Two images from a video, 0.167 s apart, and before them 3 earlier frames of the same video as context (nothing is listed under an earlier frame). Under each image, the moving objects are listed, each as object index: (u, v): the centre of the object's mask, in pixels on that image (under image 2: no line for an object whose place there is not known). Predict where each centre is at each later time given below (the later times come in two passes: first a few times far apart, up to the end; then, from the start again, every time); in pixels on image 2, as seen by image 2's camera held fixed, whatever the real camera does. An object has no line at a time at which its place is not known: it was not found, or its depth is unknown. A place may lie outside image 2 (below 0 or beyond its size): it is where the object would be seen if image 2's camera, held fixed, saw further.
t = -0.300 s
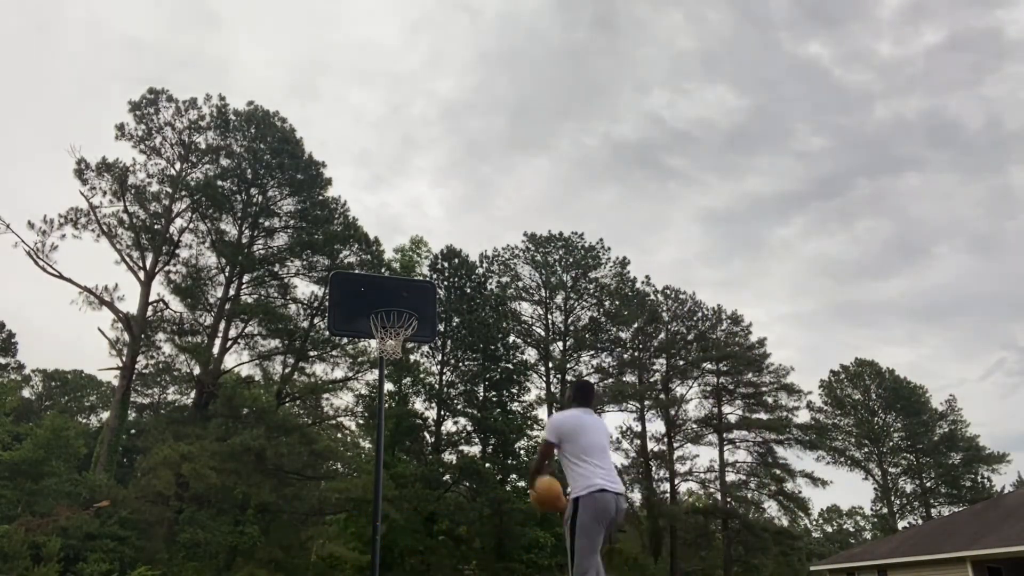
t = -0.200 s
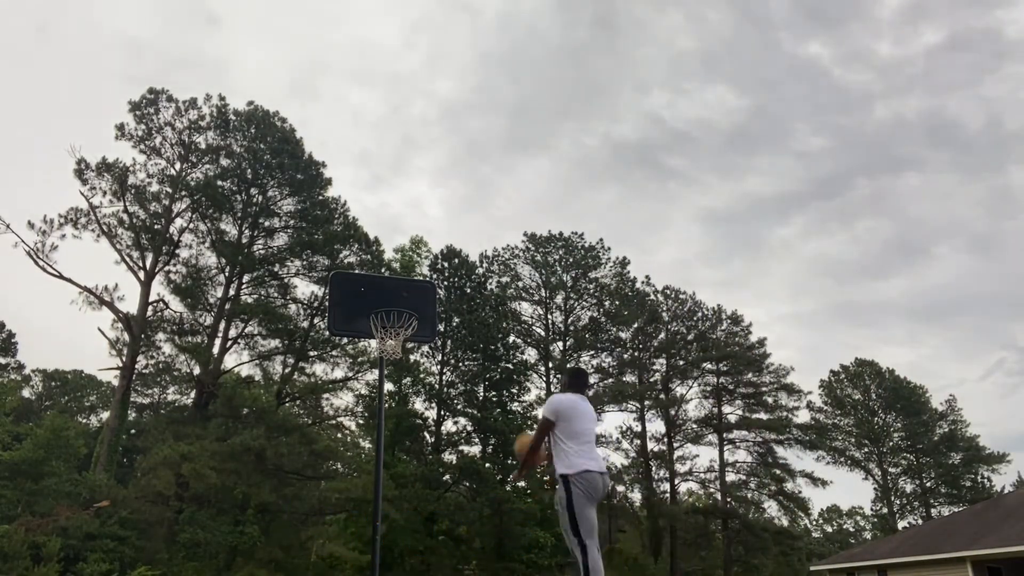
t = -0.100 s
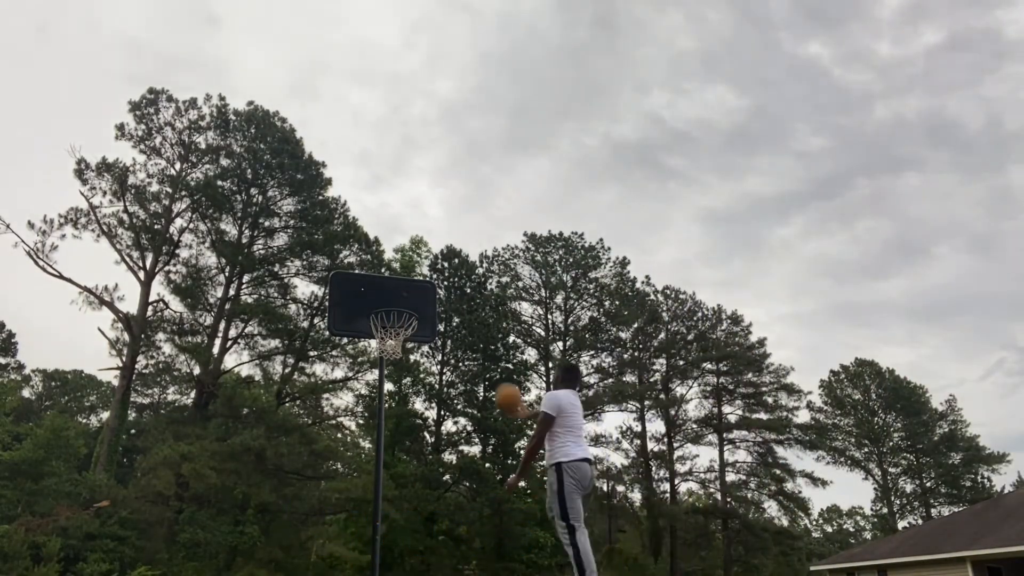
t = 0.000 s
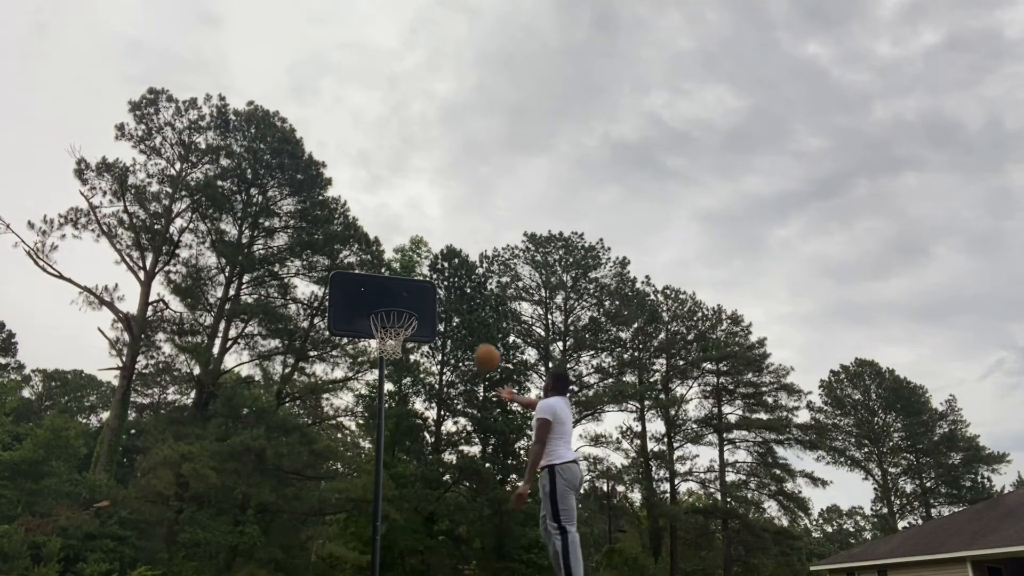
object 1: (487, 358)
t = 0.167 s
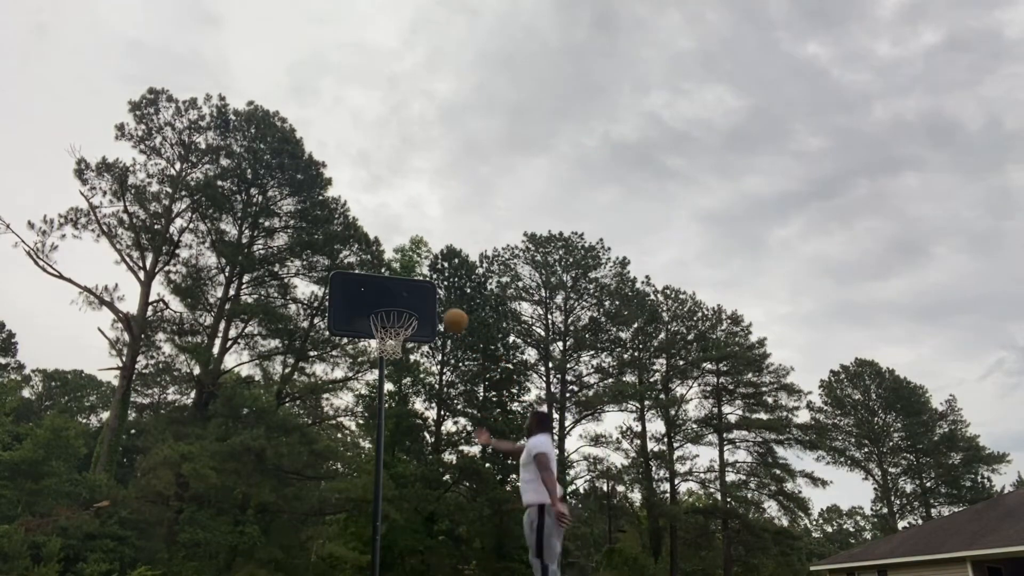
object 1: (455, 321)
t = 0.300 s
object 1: (432, 313)
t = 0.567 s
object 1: (415, 308)
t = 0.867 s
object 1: (396, 320)
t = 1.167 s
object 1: (370, 403)
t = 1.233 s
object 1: (363, 433)
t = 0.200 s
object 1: (450, 318)
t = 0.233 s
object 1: (443, 314)
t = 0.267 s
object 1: (438, 313)
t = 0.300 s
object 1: (432, 313)
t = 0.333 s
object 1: (428, 313)
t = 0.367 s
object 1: (425, 312)
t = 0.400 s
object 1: (423, 311)
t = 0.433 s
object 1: (421, 310)
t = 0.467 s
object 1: (419, 310)
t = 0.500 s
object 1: (417, 311)
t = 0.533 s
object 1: (416, 309)
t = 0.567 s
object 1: (415, 308)
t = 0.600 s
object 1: (413, 307)
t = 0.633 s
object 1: (413, 307)
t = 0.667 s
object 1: (411, 308)
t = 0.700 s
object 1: (410, 308)
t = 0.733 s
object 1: (408, 307)
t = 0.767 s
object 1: (405, 307)
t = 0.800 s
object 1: (401, 314)
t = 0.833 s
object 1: (399, 317)
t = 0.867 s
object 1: (396, 320)
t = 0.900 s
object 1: (394, 323)
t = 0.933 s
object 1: (391, 328)
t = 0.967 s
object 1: (388, 341)
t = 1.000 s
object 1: (386, 349)
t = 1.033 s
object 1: (383, 356)
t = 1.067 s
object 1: (380, 366)
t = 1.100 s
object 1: (377, 376)
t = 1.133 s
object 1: (373, 392)
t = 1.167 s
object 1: (370, 403)
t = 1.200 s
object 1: (366, 417)
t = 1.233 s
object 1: (363, 433)
